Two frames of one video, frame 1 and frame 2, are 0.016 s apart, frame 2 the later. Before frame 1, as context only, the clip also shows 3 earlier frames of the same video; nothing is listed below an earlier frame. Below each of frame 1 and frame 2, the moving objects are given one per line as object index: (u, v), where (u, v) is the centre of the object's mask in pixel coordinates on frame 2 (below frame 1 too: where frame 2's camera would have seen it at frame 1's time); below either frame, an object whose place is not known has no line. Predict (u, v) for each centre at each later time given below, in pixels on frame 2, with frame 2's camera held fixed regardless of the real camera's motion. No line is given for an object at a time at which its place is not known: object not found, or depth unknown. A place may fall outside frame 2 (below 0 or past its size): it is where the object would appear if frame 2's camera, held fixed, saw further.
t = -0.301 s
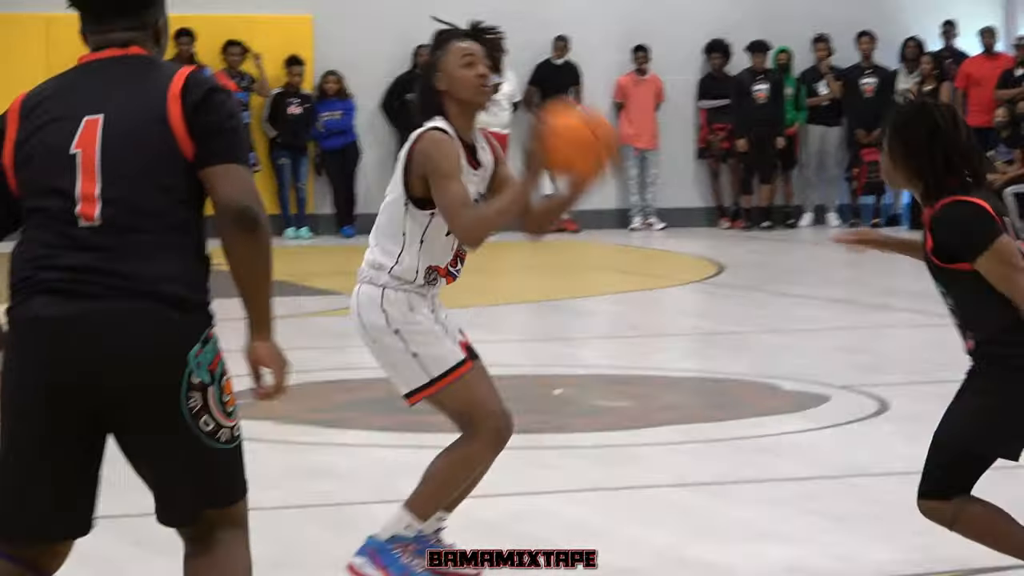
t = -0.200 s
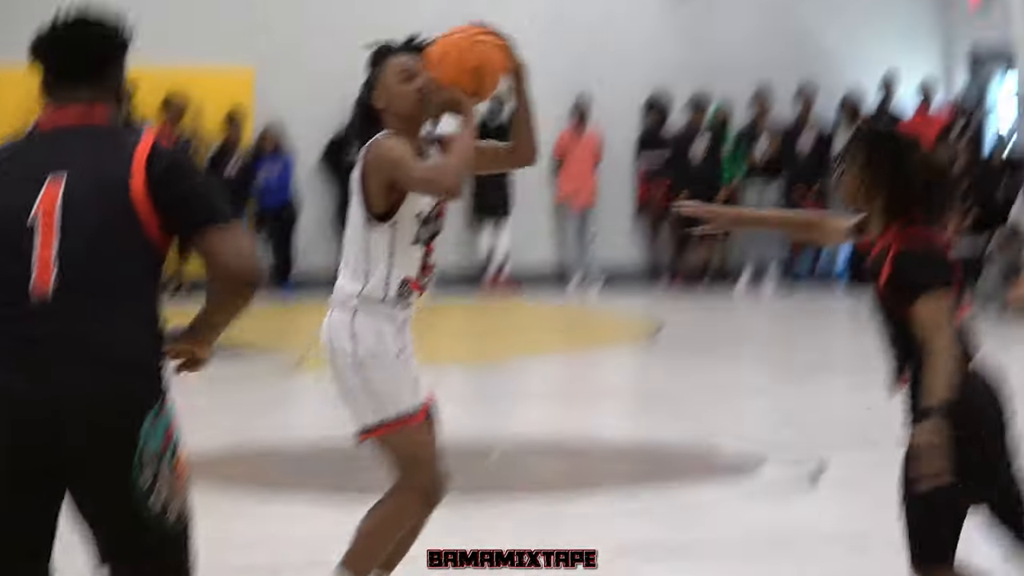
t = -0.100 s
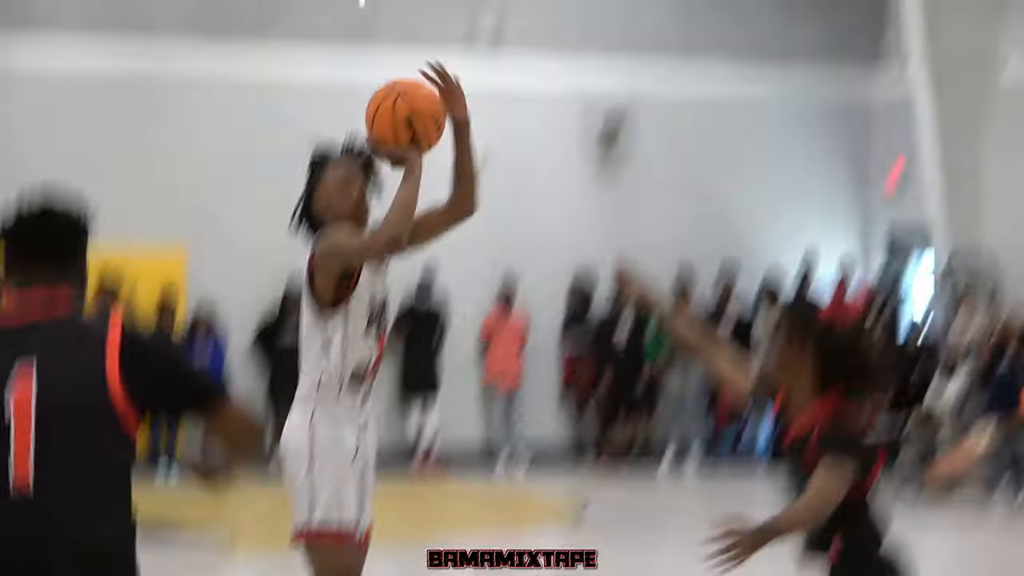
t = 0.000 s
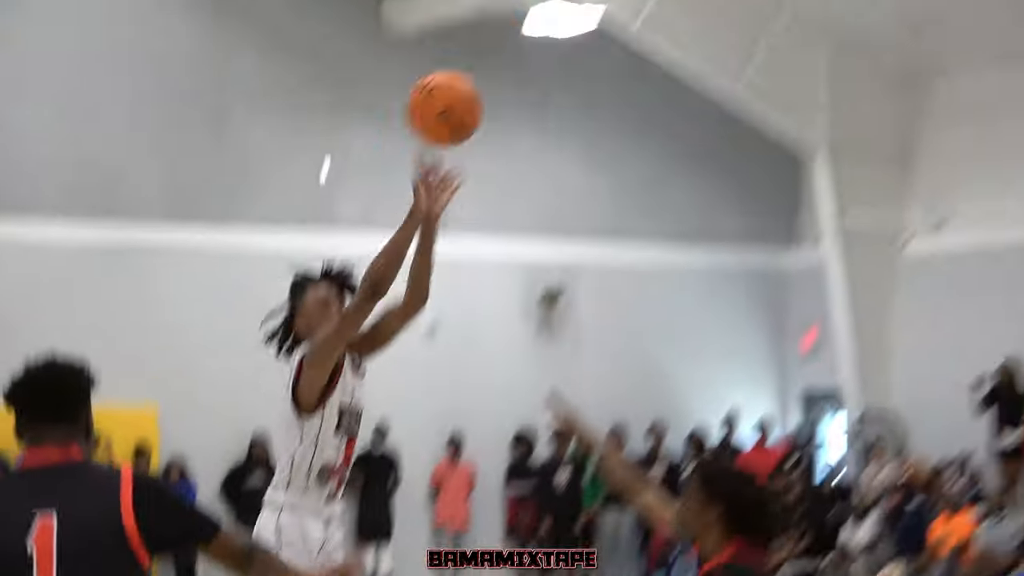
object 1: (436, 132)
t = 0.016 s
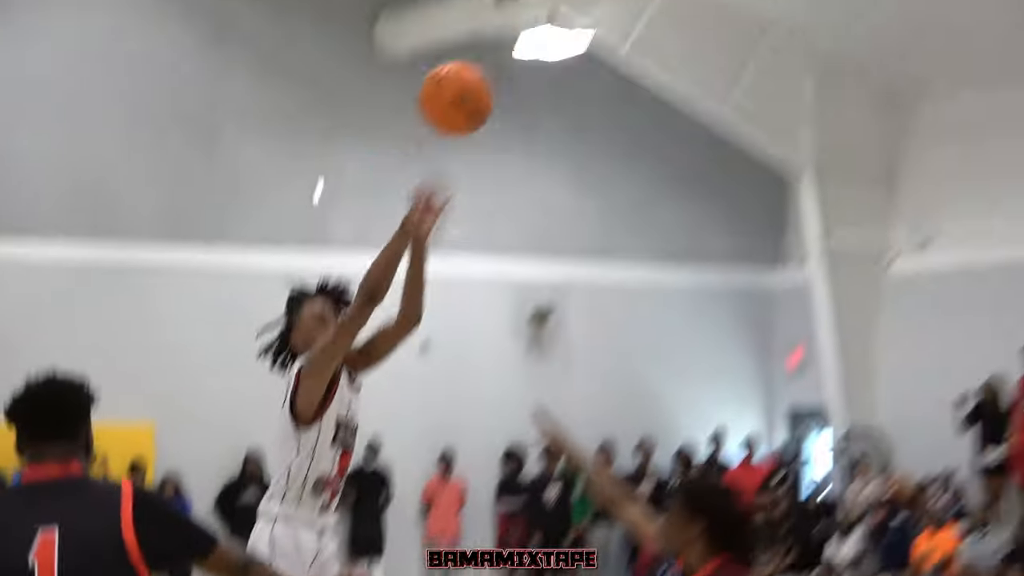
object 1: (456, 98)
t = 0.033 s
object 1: (477, 64)
